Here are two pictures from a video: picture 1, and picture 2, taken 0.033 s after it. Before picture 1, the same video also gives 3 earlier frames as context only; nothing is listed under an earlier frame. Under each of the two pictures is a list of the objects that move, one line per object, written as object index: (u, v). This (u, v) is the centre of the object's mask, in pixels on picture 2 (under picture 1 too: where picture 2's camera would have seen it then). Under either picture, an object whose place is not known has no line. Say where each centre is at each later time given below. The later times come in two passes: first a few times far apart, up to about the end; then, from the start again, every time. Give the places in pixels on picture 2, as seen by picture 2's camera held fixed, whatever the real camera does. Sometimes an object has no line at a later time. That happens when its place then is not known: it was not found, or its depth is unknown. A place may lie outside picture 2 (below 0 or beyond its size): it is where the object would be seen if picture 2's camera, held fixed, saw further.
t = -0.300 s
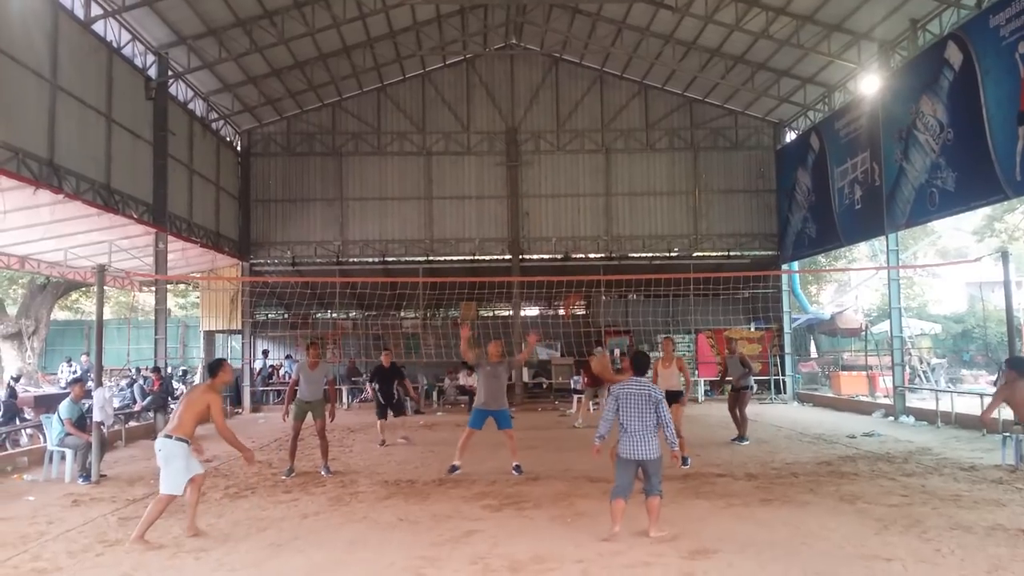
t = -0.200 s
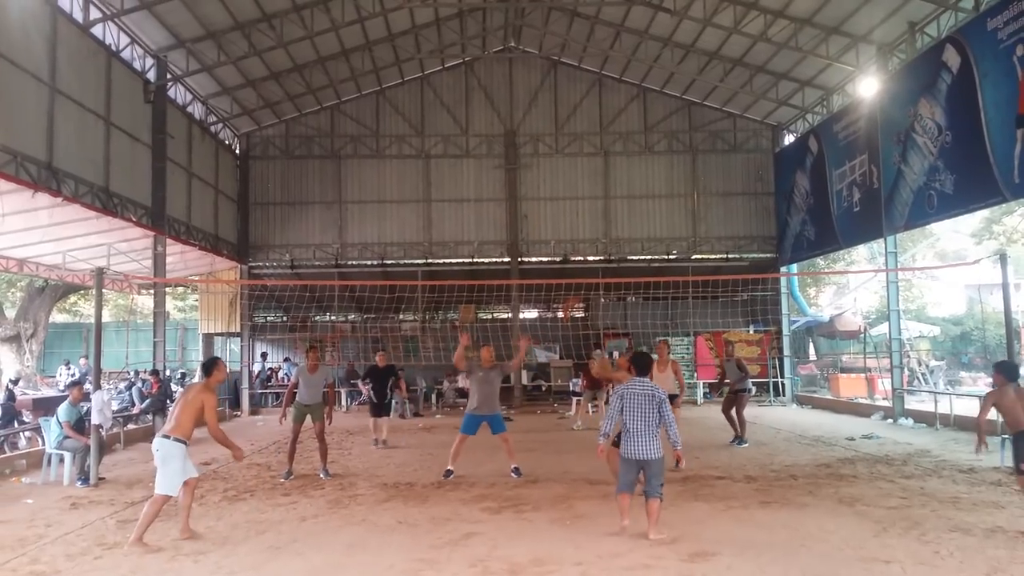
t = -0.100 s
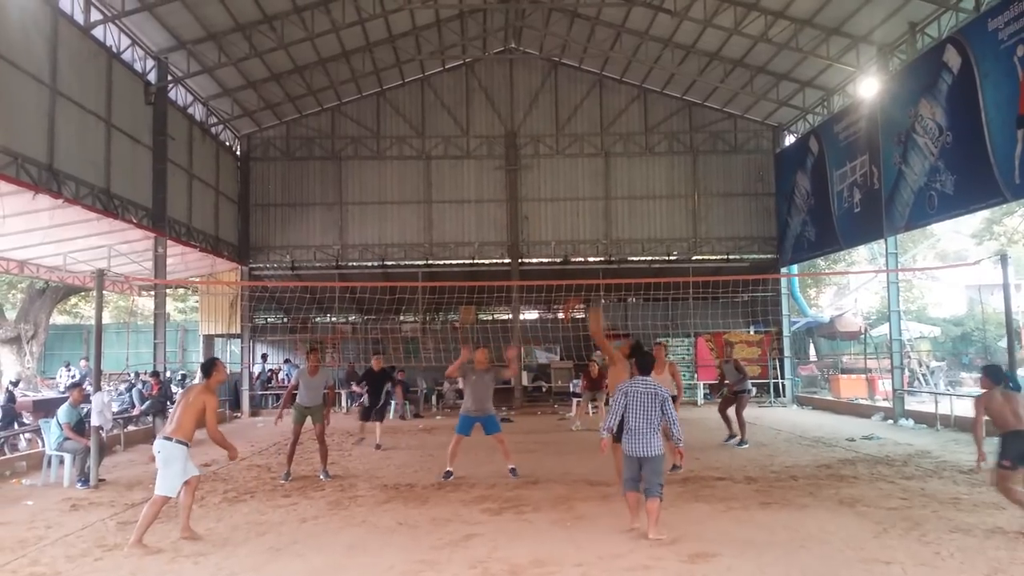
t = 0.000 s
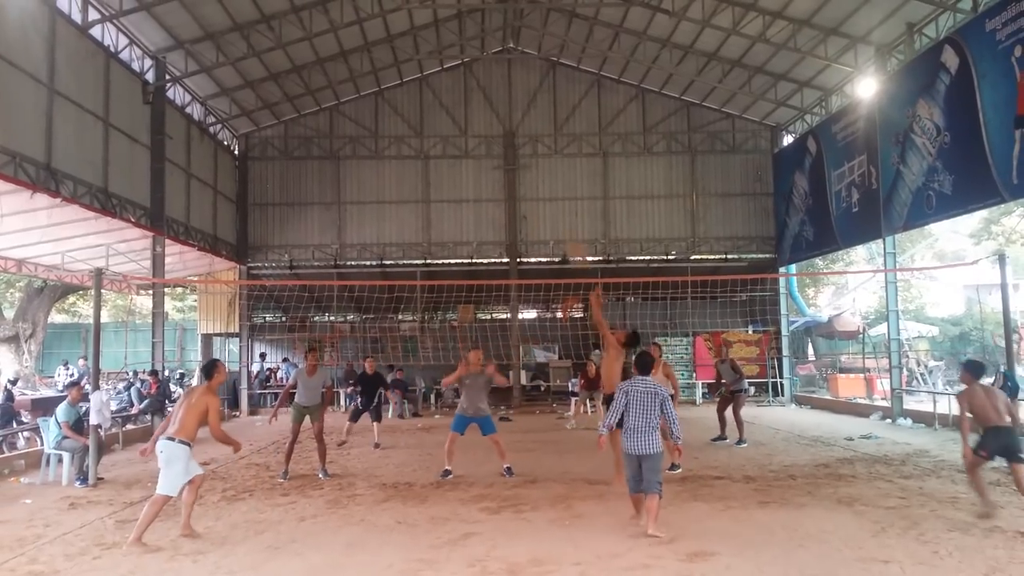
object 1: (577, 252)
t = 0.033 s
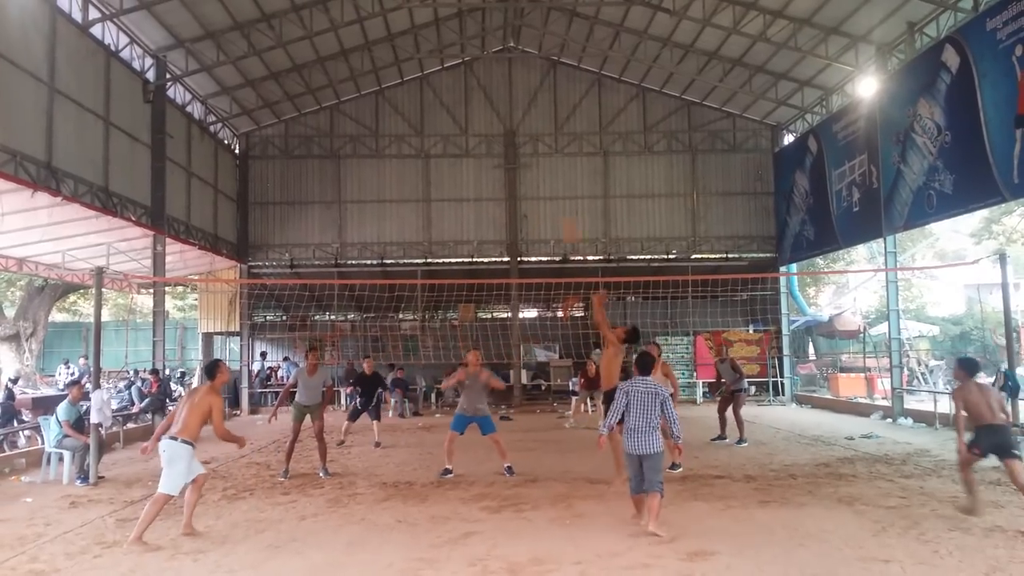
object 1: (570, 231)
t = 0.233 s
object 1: (536, 128)
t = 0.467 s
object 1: (497, 58)
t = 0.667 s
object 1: (465, 34)
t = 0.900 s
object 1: (429, 50)
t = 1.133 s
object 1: (396, 111)
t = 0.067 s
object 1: (566, 212)
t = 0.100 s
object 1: (559, 193)
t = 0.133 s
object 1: (553, 177)
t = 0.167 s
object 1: (547, 158)
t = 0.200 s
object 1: (542, 143)
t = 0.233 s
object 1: (536, 128)
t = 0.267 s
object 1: (530, 115)
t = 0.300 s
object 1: (525, 104)
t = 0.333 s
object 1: (519, 92)
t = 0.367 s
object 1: (513, 82)
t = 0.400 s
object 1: (508, 73)
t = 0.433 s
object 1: (502, 65)
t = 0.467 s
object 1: (497, 58)
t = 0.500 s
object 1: (492, 51)
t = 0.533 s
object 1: (486, 45)
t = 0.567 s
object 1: (481, 42)
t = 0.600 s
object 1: (476, 38)
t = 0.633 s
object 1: (471, 36)
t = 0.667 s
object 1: (465, 34)
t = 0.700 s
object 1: (460, 34)
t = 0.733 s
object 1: (455, 34)
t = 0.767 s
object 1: (449, 35)
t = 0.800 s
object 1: (445, 37)
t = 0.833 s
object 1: (440, 40)
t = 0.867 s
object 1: (435, 45)
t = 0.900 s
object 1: (429, 50)
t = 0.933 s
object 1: (425, 56)
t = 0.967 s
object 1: (419, 63)
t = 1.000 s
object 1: (415, 70)
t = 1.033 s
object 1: (410, 80)
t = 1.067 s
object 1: (405, 89)
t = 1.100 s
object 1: (400, 99)
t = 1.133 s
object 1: (396, 111)
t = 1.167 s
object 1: (391, 123)
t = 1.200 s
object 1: (387, 137)
